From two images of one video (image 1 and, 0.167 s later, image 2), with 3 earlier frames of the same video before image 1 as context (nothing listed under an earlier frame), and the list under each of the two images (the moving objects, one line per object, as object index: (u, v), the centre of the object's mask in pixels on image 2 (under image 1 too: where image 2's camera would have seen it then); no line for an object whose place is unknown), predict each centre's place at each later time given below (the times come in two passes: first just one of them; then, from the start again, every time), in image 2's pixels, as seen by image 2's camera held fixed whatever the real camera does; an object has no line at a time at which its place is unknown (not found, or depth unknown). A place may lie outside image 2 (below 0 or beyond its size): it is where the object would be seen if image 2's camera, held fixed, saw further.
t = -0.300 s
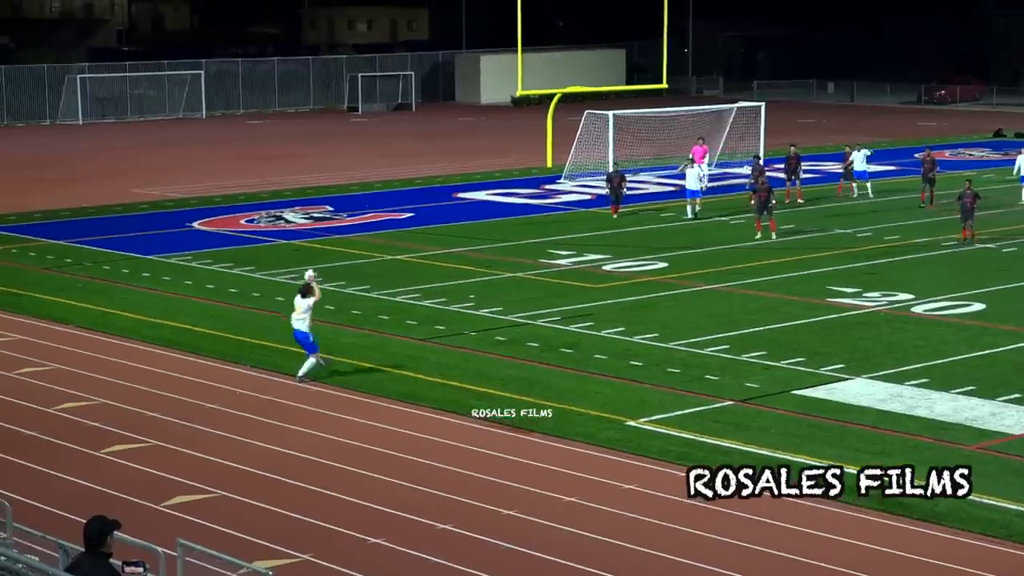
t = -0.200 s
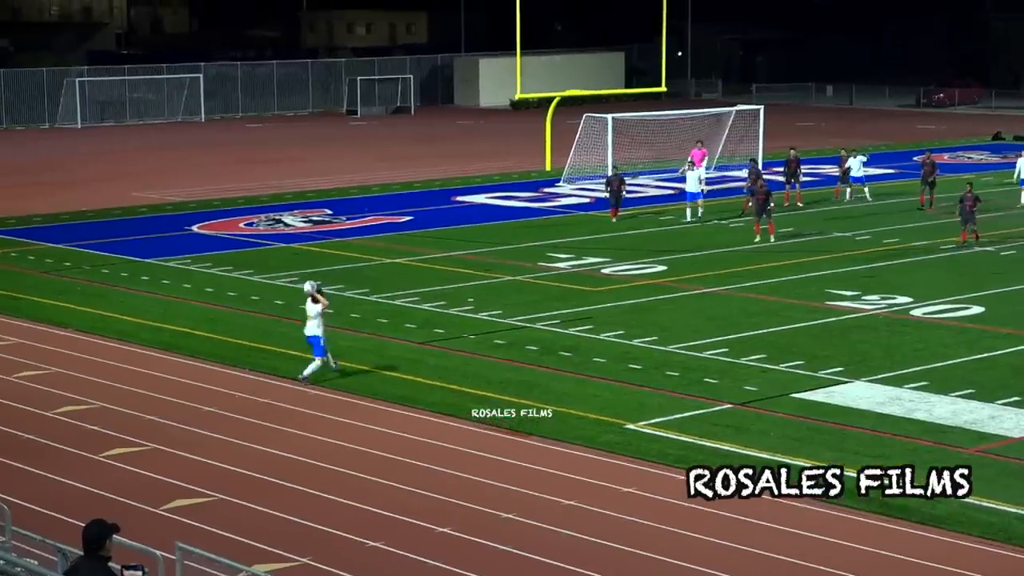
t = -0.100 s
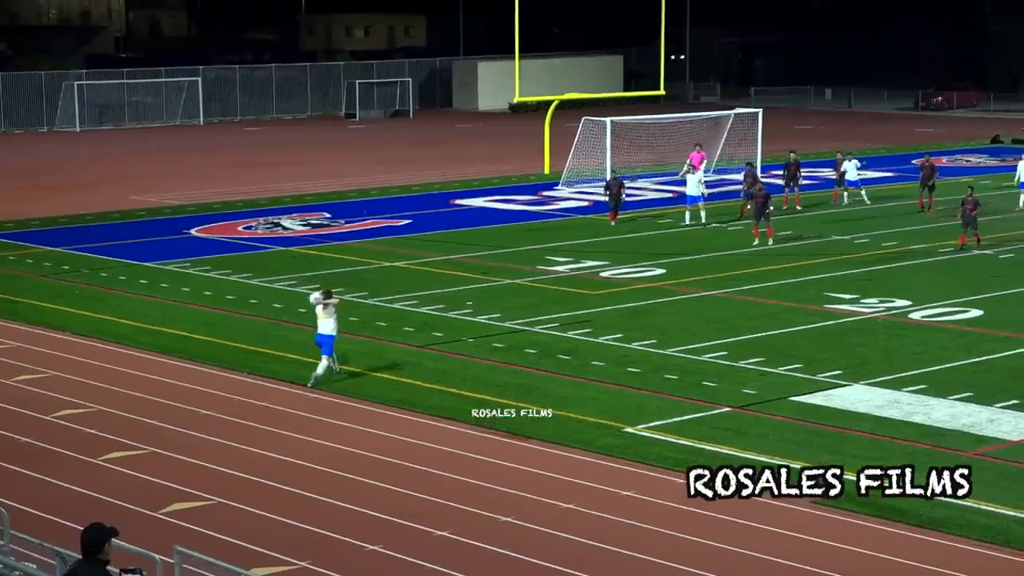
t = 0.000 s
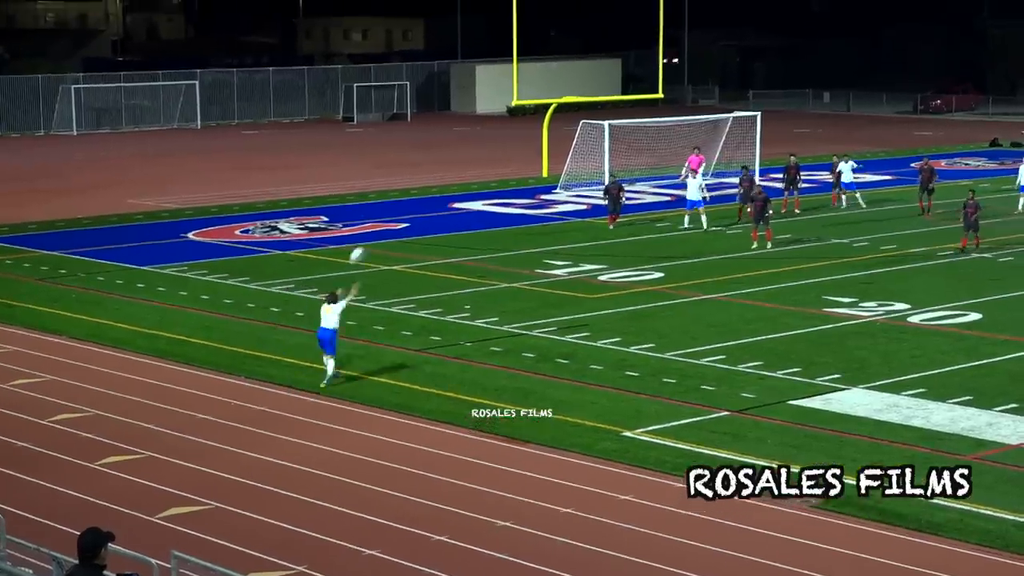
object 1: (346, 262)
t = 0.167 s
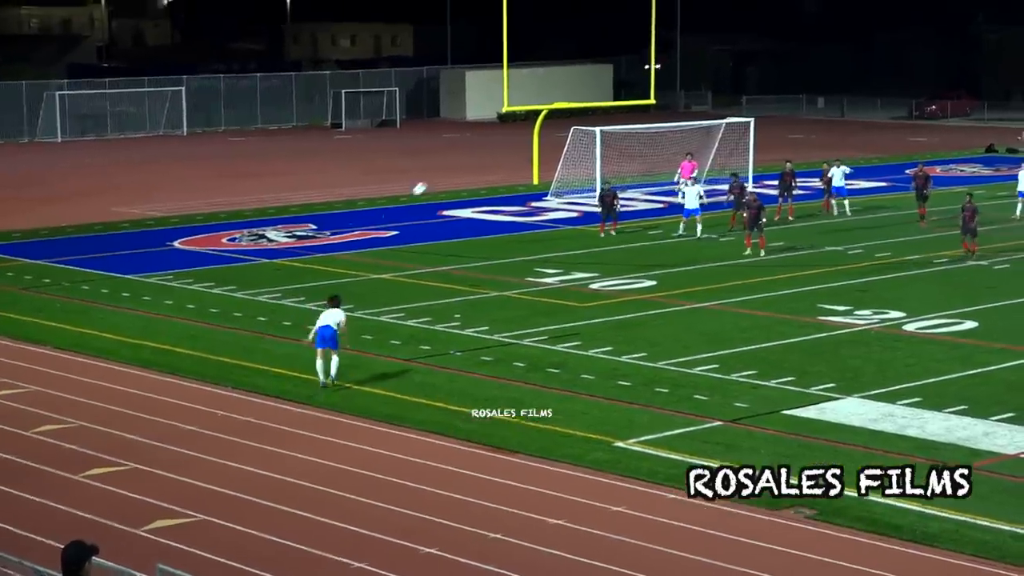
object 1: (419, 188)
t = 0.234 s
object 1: (442, 167)
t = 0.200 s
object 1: (431, 179)
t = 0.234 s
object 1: (442, 167)
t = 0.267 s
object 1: (453, 157)
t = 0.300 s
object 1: (463, 150)
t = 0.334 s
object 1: (472, 142)
